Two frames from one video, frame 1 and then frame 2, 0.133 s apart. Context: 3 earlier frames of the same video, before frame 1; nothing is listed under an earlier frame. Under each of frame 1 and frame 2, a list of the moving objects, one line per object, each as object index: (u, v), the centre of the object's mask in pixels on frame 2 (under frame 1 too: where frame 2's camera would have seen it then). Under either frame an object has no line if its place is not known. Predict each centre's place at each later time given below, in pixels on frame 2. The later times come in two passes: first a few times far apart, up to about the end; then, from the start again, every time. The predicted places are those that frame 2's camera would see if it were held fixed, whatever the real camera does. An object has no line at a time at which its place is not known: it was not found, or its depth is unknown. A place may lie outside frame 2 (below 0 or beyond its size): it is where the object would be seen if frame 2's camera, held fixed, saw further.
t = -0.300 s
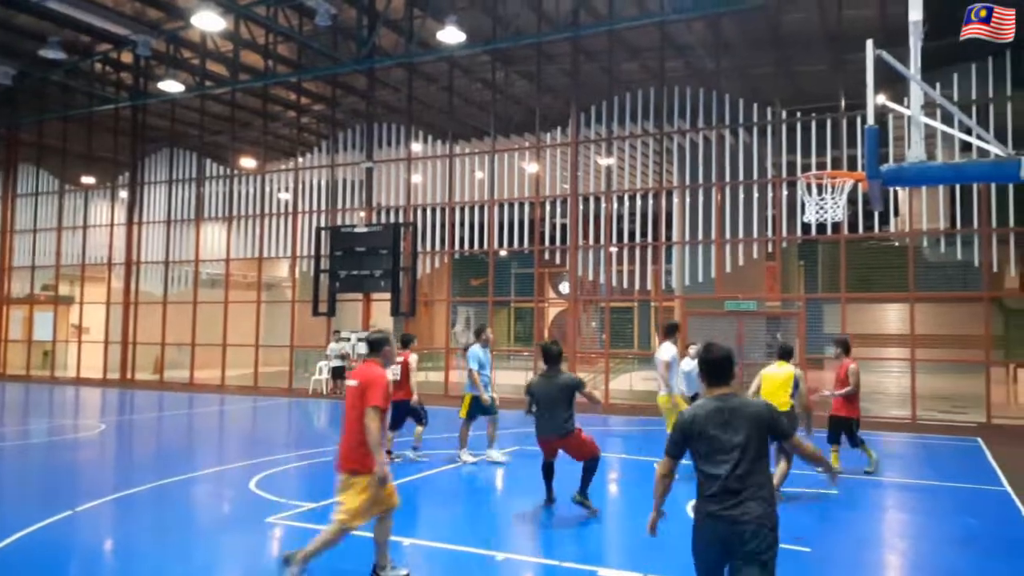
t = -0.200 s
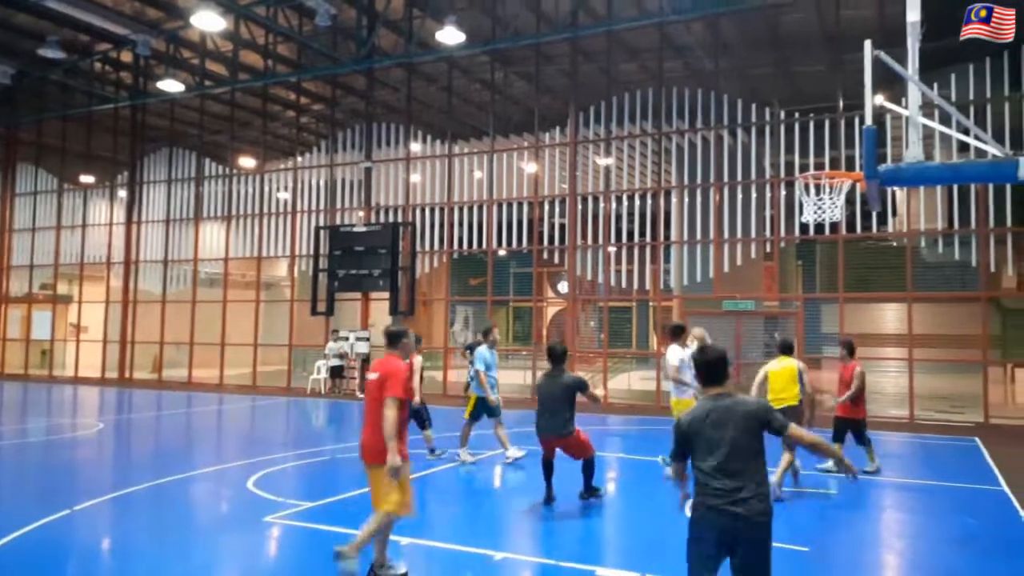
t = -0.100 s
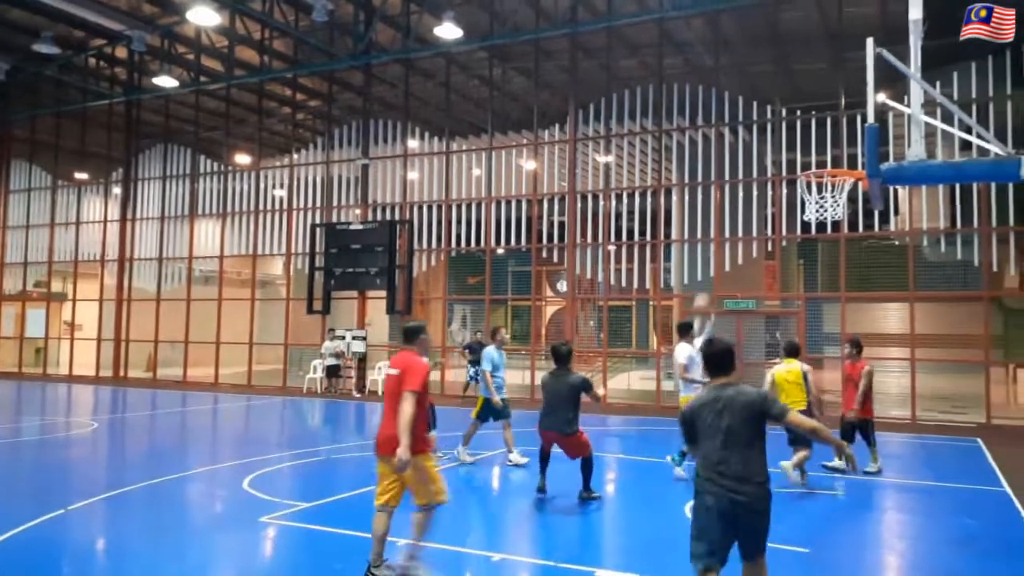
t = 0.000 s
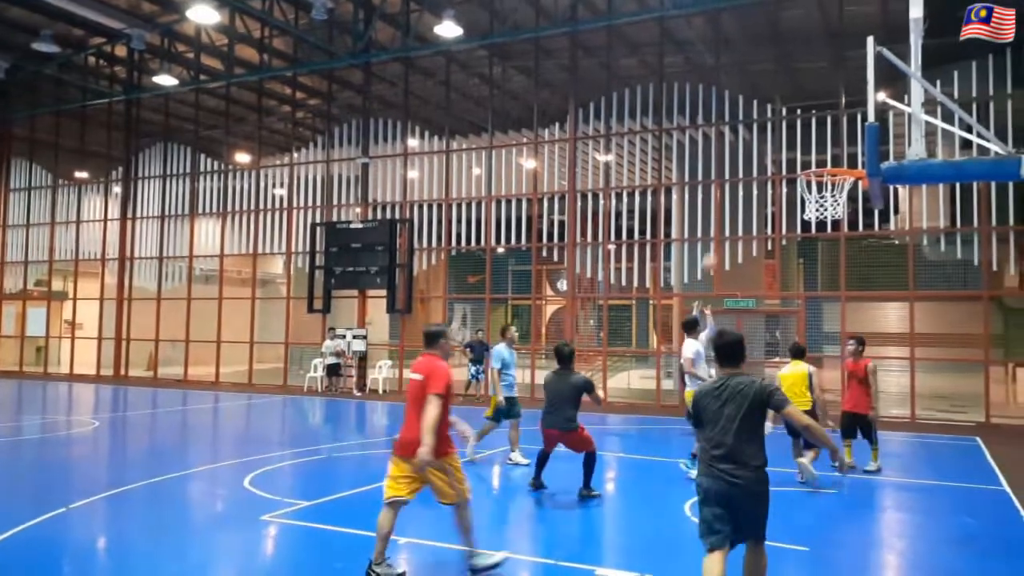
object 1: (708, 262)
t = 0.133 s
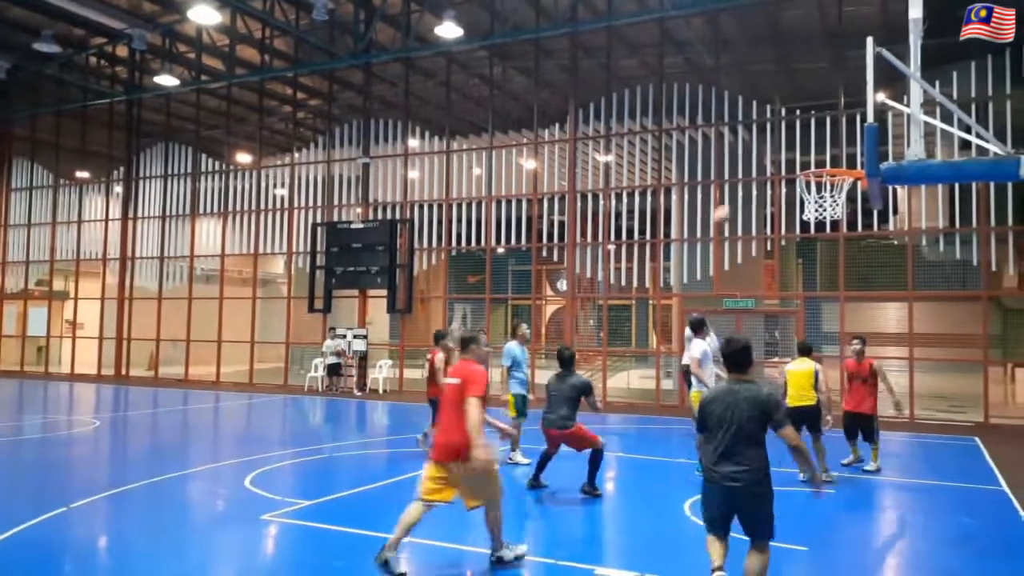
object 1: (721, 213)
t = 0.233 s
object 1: (733, 182)
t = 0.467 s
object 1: (760, 128)
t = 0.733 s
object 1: (800, 108)
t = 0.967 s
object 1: (846, 144)
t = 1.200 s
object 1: (827, 131)
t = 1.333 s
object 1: (806, 140)
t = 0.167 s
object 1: (725, 202)
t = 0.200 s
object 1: (728, 191)
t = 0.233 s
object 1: (733, 182)
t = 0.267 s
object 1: (736, 172)
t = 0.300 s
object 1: (740, 163)
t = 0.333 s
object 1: (743, 154)
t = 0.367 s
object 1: (749, 147)
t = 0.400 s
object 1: (752, 139)
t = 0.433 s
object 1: (756, 133)
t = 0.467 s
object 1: (760, 128)
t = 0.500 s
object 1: (765, 123)
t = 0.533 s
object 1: (769, 118)
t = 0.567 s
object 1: (774, 114)
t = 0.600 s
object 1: (779, 112)
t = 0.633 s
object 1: (785, 108)
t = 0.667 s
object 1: (790, 108)
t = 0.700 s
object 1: (795, 108)
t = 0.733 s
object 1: (800, 108)
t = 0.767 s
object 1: (806, 110)
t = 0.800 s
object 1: (812, 113)
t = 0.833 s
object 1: (819, 116)
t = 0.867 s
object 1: (826, 121)
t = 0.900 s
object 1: (833, 128)
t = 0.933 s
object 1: (841, 136)
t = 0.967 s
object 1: (846, 144)
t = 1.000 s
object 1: (853, 155)
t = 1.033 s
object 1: (851, 149)
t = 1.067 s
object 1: (847, 144)
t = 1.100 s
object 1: (843, 138)
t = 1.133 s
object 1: (838, 137)
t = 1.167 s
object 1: (833, 134)
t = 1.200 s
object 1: (827, 131)
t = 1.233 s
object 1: (823, 132)
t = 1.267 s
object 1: (817, 134)
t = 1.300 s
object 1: (812, 137)
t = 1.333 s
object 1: (806, 140)
